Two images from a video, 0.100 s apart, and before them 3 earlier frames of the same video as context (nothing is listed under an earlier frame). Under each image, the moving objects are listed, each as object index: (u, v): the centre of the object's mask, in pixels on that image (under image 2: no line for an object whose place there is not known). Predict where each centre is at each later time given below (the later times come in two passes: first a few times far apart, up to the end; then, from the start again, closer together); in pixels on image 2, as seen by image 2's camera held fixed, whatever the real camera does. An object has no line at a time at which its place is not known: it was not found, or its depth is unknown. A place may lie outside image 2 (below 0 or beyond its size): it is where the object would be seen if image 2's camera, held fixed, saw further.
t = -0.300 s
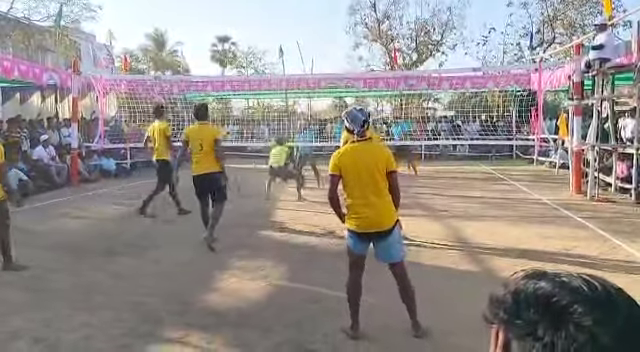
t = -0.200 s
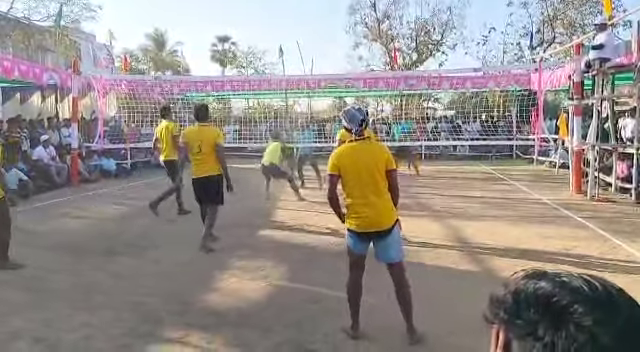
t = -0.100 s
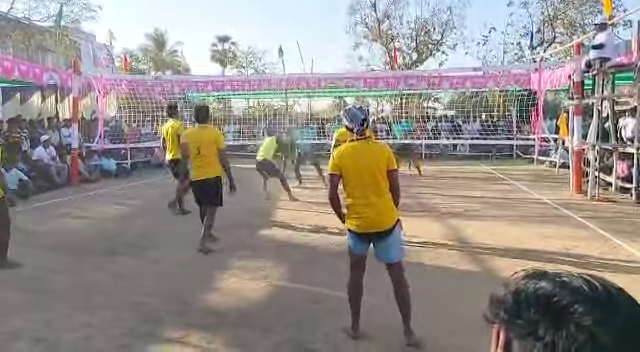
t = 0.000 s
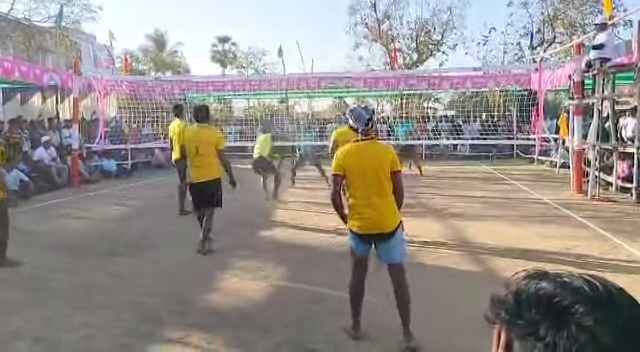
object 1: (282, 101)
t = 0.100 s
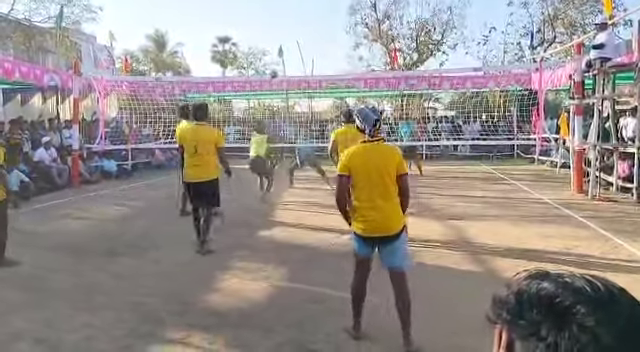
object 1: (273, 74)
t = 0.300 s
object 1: (257, 33)
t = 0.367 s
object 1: (251, 24)
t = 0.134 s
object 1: (270, 66)
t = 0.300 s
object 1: (257, 33)
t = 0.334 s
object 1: (254, 29)
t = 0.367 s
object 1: (251, 24)
